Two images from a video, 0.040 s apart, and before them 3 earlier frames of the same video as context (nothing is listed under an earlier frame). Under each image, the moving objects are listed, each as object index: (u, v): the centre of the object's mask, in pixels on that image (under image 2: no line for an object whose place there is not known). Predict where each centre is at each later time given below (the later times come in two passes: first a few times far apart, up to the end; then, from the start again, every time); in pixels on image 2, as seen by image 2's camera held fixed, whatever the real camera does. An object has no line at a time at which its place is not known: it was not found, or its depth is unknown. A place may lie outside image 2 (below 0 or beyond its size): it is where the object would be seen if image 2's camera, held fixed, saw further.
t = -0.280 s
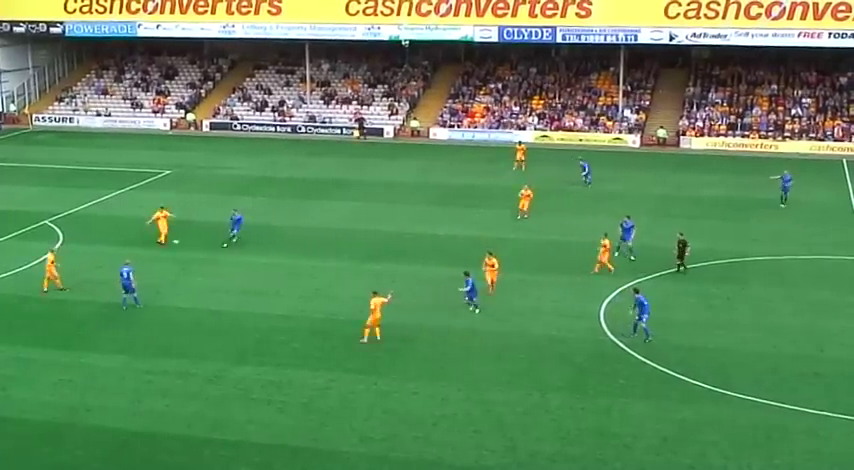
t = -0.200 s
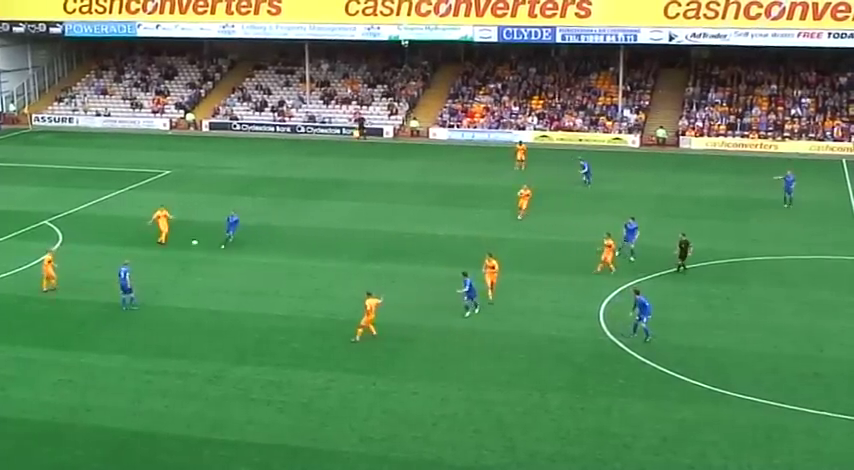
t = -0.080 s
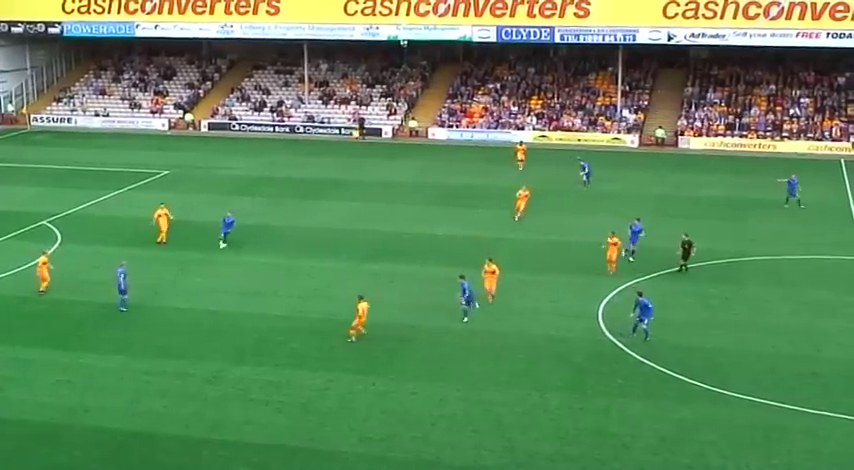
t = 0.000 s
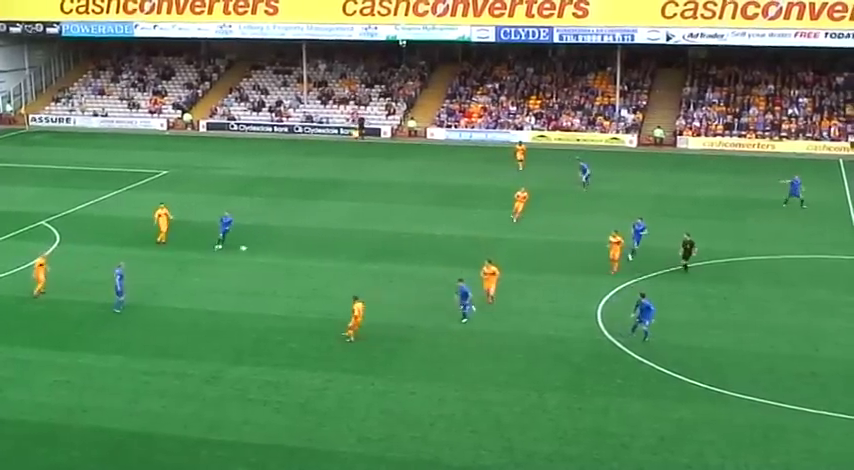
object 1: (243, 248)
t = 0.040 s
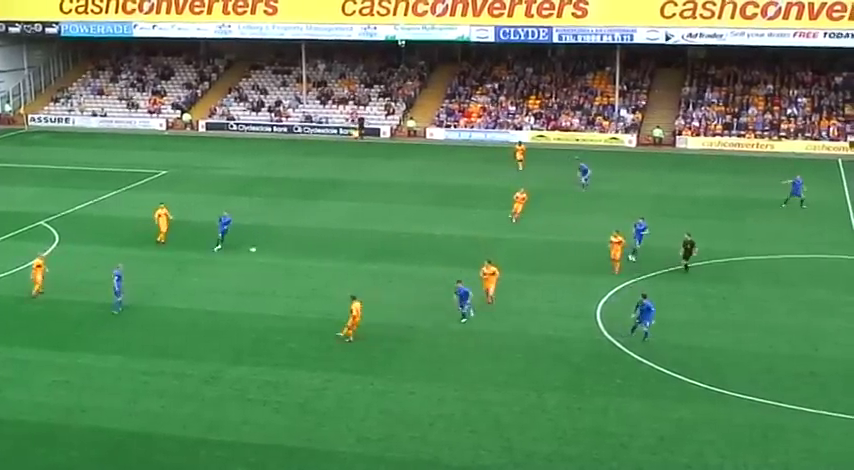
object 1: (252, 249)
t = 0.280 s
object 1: (322, 264)
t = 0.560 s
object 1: (416, 293)
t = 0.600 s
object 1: (429, 299)
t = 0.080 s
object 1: (262, 252)
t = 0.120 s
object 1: (275, 253)
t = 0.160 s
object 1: (286, 256)
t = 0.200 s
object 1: (298, 259)
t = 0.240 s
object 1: (311, 262)
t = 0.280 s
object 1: (322, 264)
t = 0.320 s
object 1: (335, 267)
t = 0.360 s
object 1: (347, 270)
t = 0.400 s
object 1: (361, 275)
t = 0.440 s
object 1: (373, 278)
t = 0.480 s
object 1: (387, 282)
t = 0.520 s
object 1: (400, 287)
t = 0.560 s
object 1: (416, 293)
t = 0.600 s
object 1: (429, 299)
